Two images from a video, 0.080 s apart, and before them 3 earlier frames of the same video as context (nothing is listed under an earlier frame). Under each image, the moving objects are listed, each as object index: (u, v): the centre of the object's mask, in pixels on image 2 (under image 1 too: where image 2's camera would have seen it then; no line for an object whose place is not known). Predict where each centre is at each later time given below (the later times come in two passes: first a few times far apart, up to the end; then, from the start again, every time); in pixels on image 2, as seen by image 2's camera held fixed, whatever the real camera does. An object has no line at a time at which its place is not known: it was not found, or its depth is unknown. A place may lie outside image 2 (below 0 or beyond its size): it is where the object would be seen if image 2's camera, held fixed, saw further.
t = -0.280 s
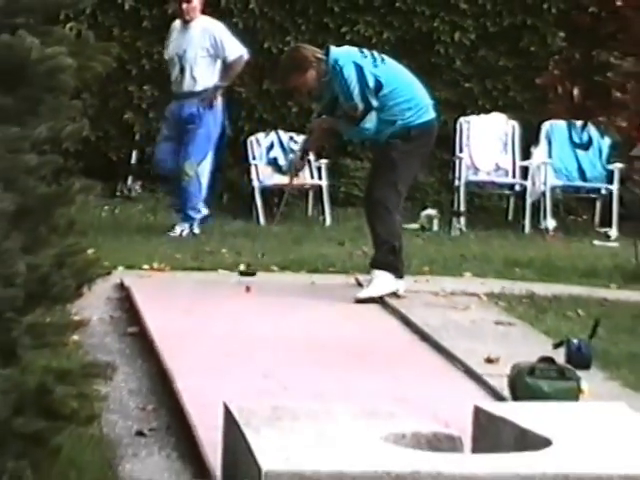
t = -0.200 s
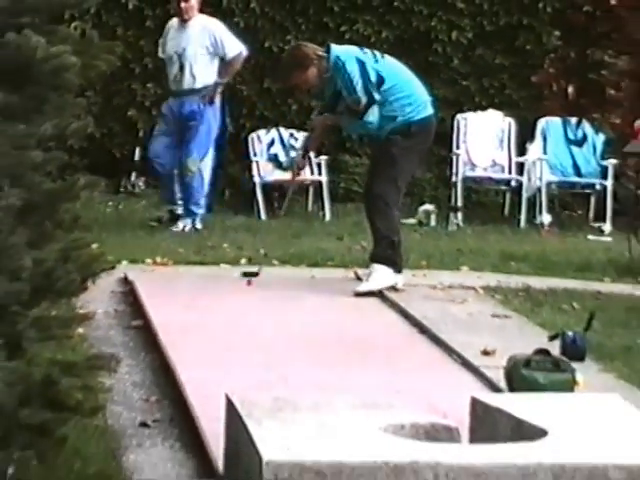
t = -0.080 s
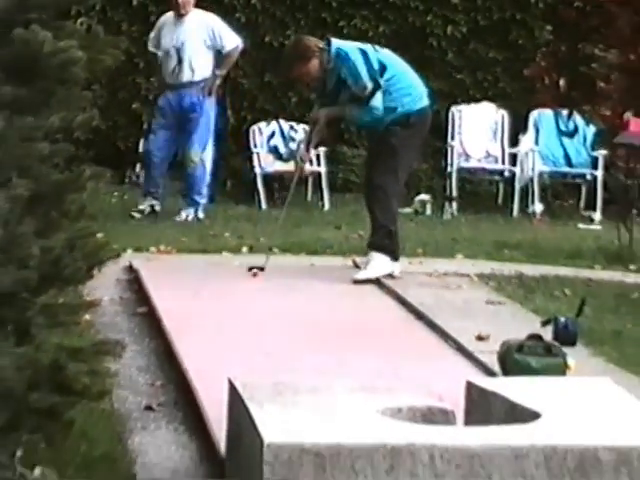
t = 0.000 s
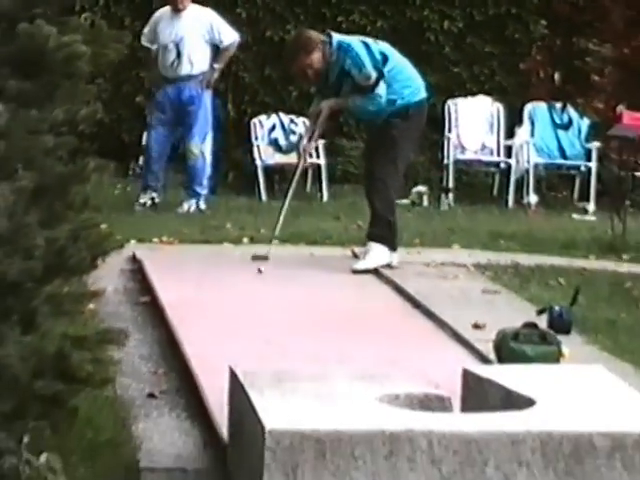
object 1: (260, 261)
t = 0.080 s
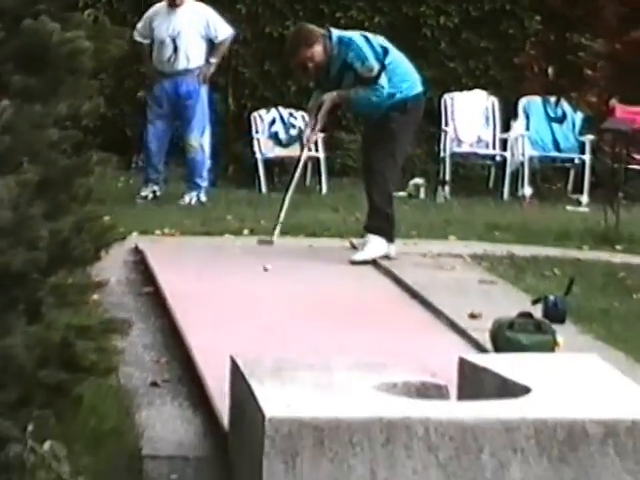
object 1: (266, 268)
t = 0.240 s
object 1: (277, 281)
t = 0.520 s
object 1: (293, 300)
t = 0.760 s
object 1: (310, 320)
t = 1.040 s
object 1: (329, 341)
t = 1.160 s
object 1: (340, 351)
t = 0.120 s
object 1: (268, 273)
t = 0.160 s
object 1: (272, 274)
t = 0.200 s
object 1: (275, 277)
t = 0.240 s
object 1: (277, 281)
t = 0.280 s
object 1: (279, 282)
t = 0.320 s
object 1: (280, 287)
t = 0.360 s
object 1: (284, 289)
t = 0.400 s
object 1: (286, 291)
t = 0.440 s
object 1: (289, 294)
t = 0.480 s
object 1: (291, 297)
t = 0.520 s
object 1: (293, 300)
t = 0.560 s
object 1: (296, 303)
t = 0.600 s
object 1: (299, 306)
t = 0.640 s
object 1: (302, 310)
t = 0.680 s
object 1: (304, 313)
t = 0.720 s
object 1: (307, 317)
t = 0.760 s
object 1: (310, 320)
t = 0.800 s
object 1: (312, 322)
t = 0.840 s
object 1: (315, 326)
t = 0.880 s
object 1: (318, 329)
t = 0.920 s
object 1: (321, 331)
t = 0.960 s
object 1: (324, 333)
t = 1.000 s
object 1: (327, 340)
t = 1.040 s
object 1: (329, 341)
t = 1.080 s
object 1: (334, 347)
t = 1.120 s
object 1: (337, 349)
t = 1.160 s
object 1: (340, 351)
